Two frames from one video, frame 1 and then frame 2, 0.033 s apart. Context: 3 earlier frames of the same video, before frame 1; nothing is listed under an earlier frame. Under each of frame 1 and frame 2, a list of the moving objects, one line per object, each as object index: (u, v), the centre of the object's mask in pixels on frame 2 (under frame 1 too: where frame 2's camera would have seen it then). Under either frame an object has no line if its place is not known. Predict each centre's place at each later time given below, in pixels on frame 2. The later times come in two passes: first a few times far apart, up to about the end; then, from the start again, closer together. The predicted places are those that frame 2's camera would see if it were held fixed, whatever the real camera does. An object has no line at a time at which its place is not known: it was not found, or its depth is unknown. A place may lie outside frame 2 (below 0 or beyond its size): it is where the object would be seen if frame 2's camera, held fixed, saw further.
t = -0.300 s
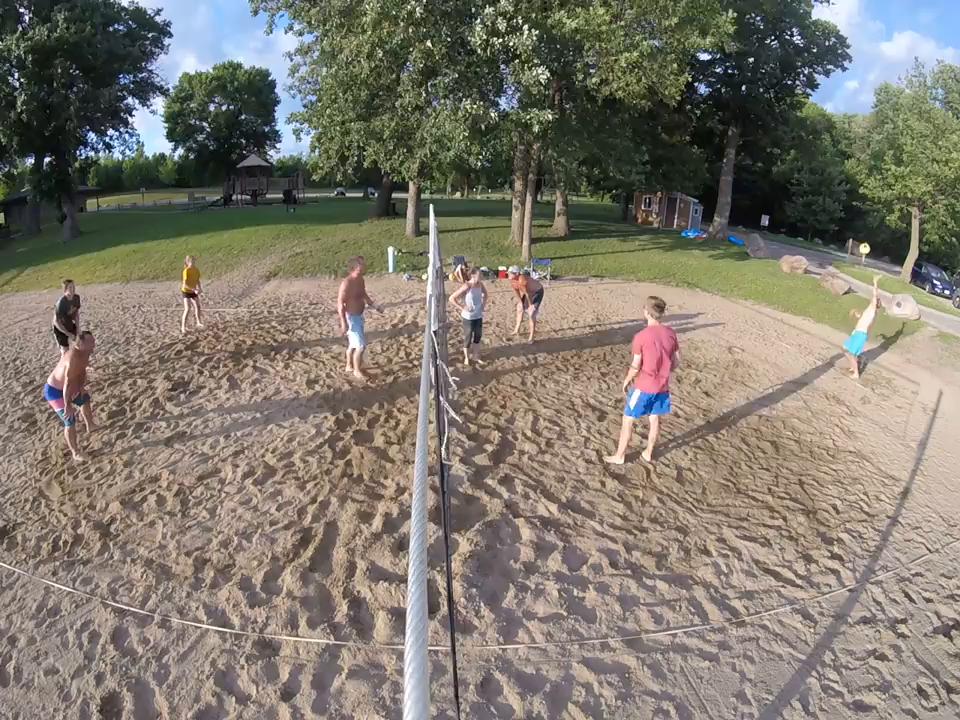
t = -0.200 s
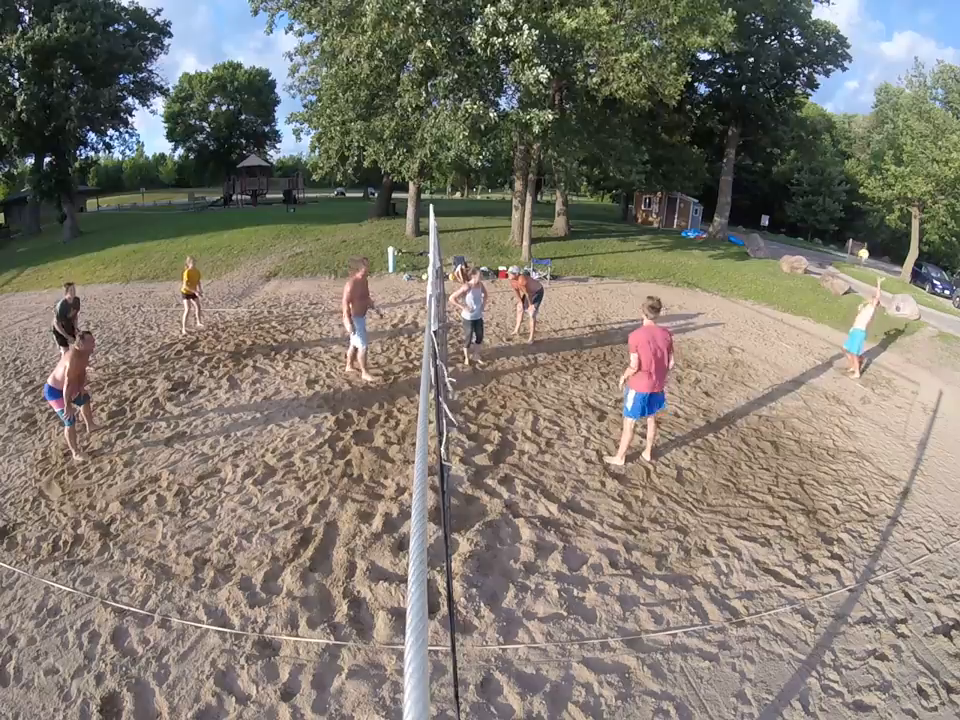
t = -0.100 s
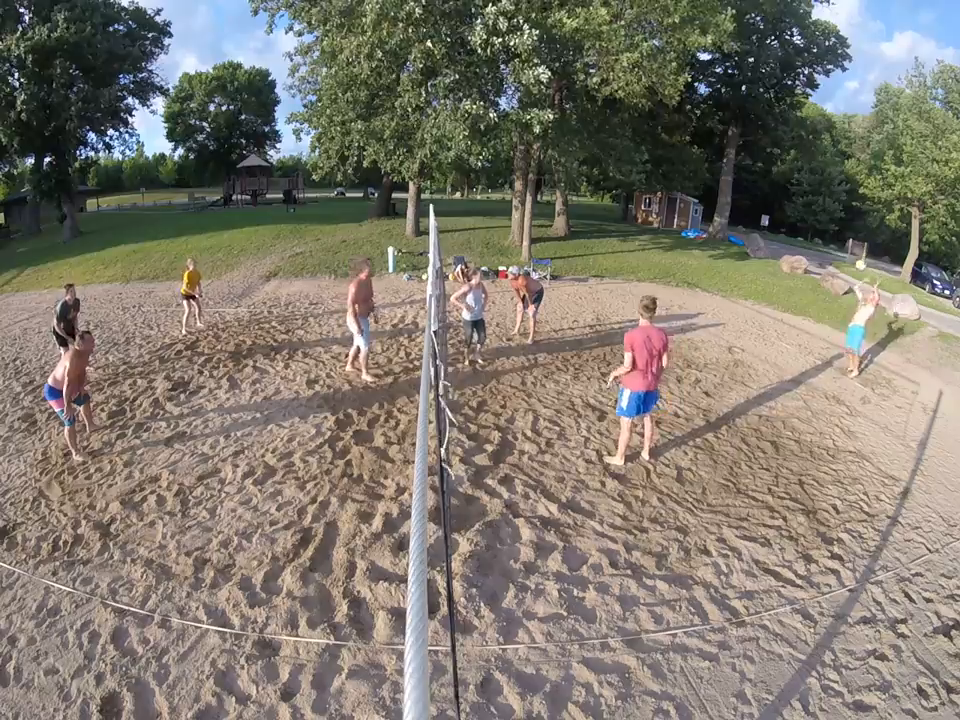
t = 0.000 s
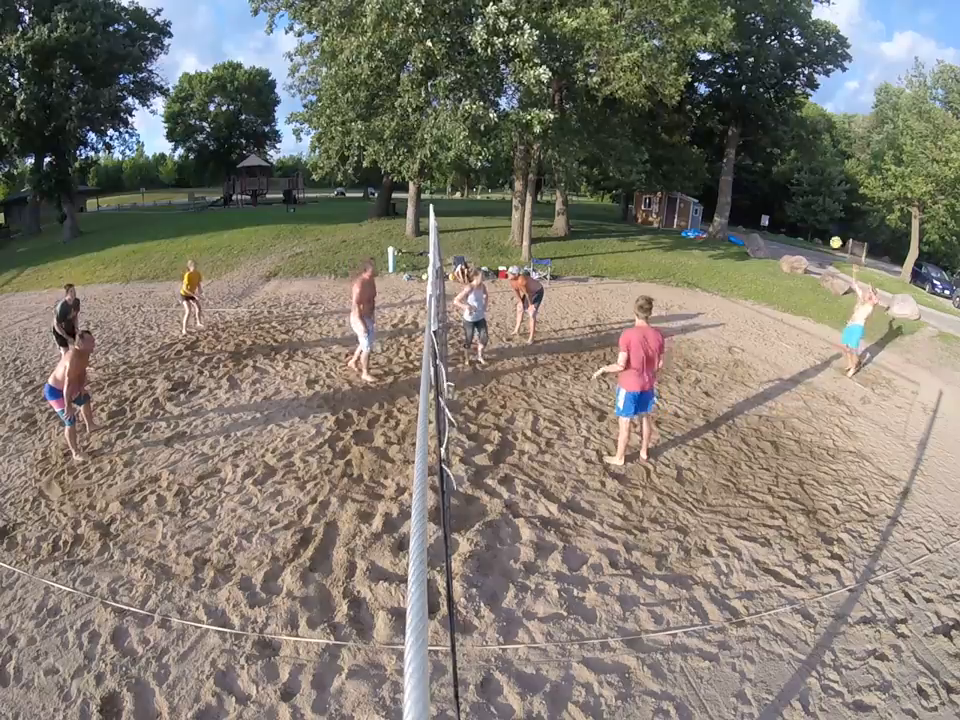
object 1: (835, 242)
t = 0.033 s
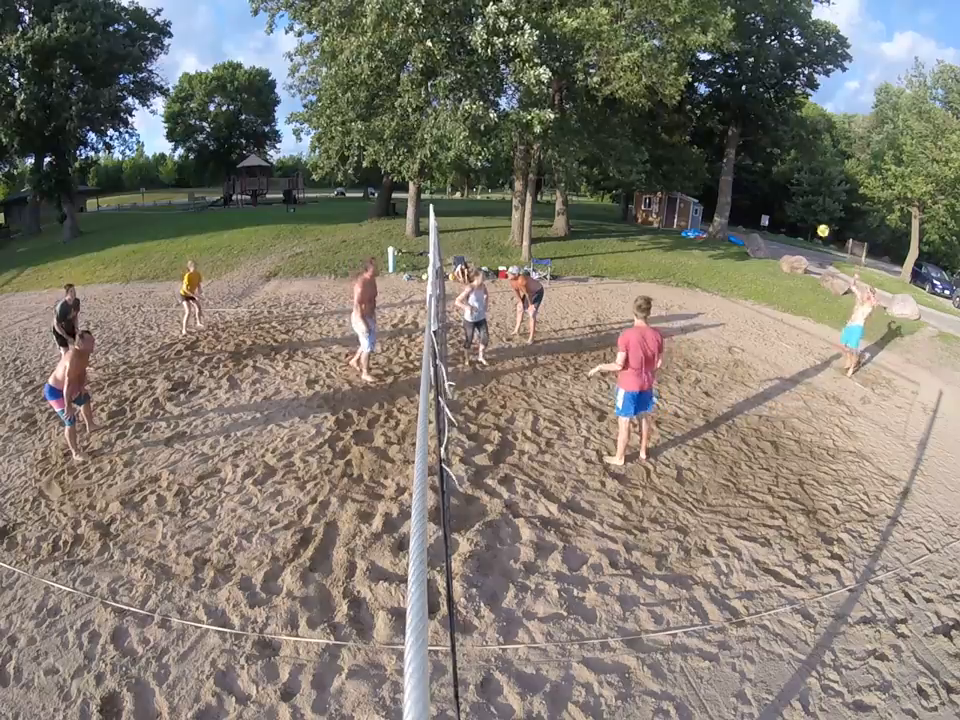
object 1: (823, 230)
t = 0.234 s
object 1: (723, 167)
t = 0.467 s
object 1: (556, 125)
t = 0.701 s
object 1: (350, 148)
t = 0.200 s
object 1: (743, 176)
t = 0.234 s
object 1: (723, 167)
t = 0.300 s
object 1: (680, 150)
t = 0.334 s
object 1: (658, 143)
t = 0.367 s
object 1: (634, 137)
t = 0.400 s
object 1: (610, 132)
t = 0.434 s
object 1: (584, 128)
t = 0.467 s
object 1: (556, 125)
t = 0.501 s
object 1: (529, 124)
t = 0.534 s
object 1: (499, 124)
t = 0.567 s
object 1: (470, 126)
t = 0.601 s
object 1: (439, 128)
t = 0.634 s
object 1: (410, 134)
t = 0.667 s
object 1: (378, 139)
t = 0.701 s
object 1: (350, 148)
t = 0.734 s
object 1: (318, 156)
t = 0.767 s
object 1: (292, 169)
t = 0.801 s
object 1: (264, 182)
